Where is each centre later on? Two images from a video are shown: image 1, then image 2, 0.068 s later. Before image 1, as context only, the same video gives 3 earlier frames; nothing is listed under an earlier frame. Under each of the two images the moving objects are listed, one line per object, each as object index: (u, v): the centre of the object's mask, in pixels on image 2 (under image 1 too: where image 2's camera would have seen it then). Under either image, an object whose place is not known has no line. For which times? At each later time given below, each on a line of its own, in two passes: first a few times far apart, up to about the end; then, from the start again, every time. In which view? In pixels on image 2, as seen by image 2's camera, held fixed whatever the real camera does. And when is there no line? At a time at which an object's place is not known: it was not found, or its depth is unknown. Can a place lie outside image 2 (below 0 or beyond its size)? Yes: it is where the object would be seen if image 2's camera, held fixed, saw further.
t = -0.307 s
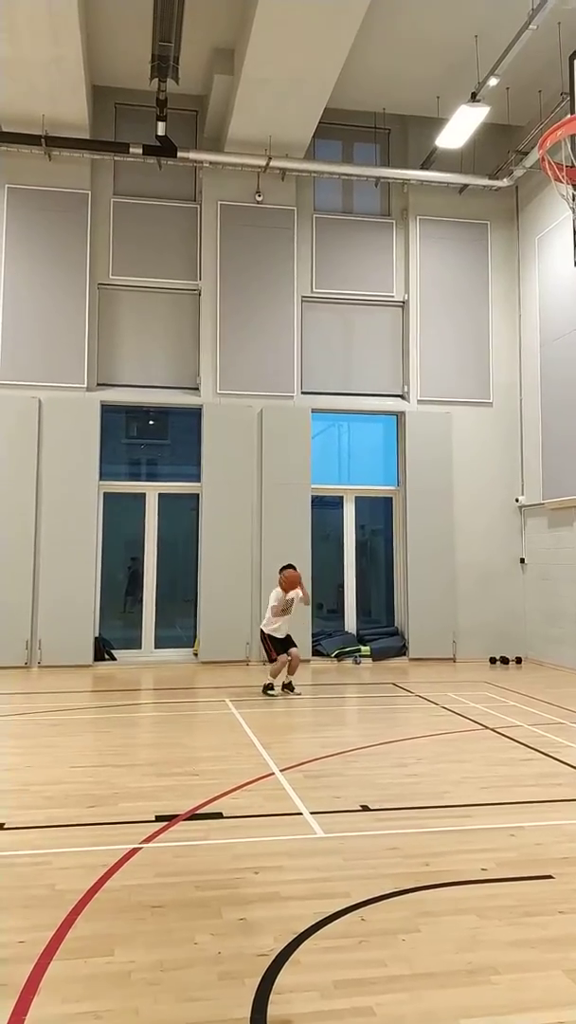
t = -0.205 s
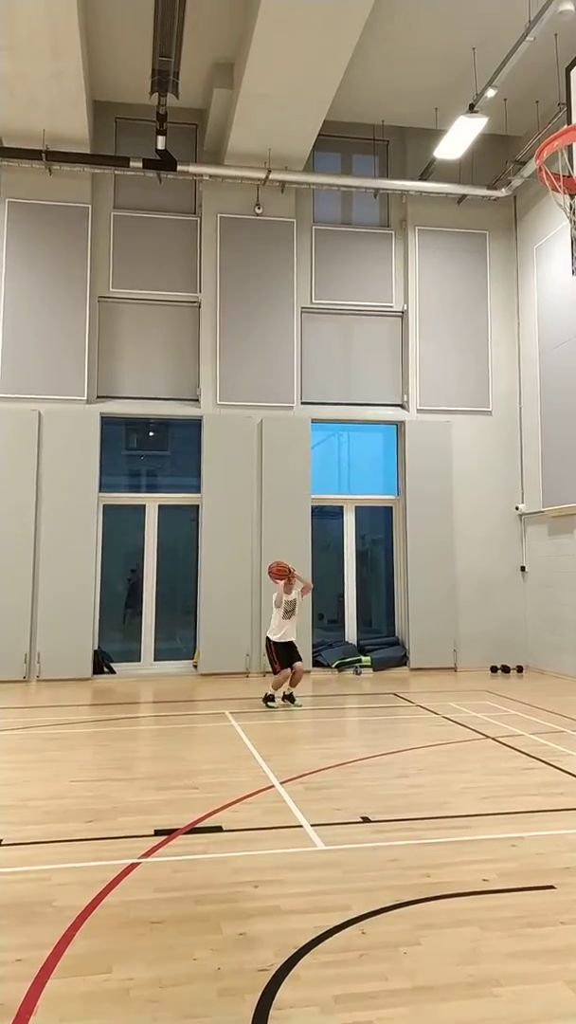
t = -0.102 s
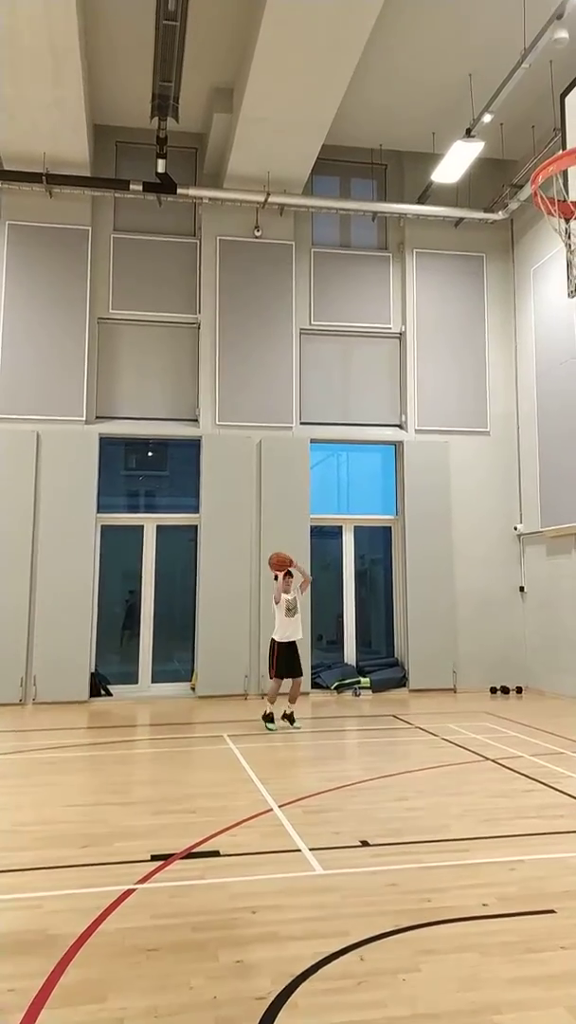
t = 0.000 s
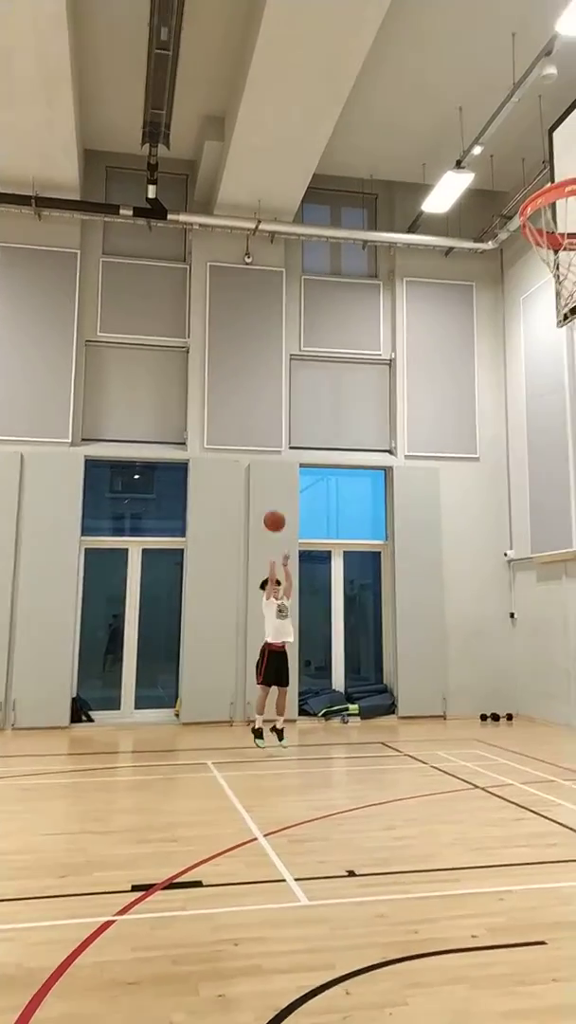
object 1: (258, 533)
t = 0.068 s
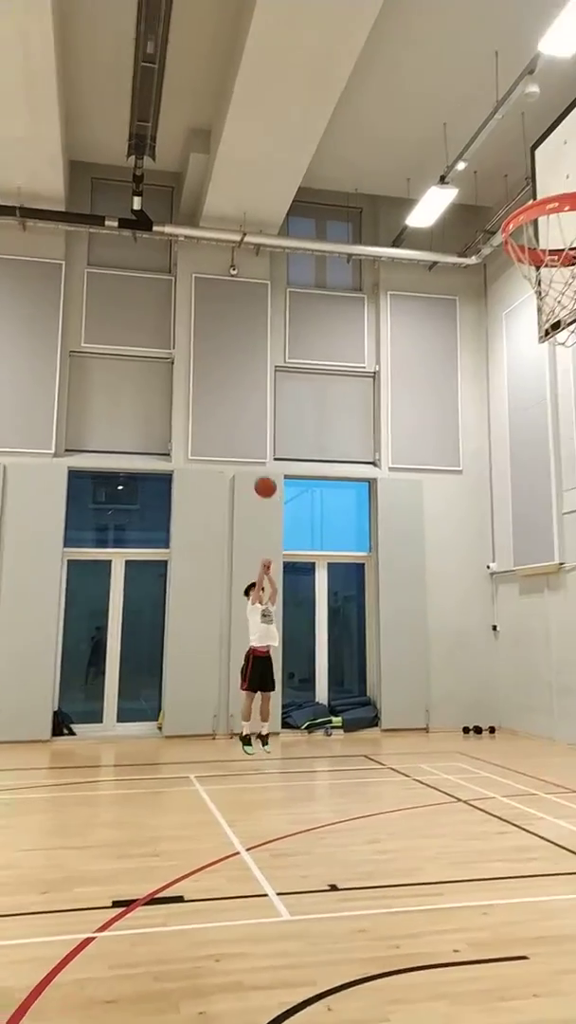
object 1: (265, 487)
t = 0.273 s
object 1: (288, 362)
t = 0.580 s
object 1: (329, 211)
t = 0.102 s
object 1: (269, 465)
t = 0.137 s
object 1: (272, 443)
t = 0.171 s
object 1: (276, 422)
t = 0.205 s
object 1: (280, 401)
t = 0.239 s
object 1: (283, 381)
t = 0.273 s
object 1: (288, 362)
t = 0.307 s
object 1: (291, 342)
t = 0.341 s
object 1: (296, 324)
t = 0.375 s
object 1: (299, 305)
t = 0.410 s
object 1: (305, 288)
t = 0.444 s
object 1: (309, 271)
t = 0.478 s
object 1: (313, 255)
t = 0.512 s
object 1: (319, 240)
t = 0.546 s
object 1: (324, 225)
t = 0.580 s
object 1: (329, 211)
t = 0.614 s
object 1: (334, 198)
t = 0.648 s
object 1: (339, 184)
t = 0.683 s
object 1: (344, 173)
